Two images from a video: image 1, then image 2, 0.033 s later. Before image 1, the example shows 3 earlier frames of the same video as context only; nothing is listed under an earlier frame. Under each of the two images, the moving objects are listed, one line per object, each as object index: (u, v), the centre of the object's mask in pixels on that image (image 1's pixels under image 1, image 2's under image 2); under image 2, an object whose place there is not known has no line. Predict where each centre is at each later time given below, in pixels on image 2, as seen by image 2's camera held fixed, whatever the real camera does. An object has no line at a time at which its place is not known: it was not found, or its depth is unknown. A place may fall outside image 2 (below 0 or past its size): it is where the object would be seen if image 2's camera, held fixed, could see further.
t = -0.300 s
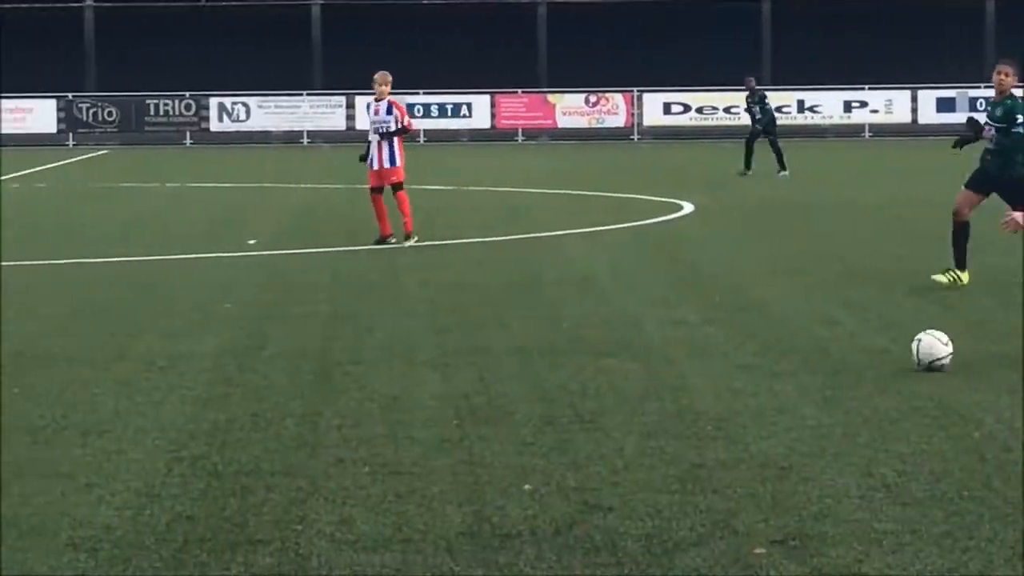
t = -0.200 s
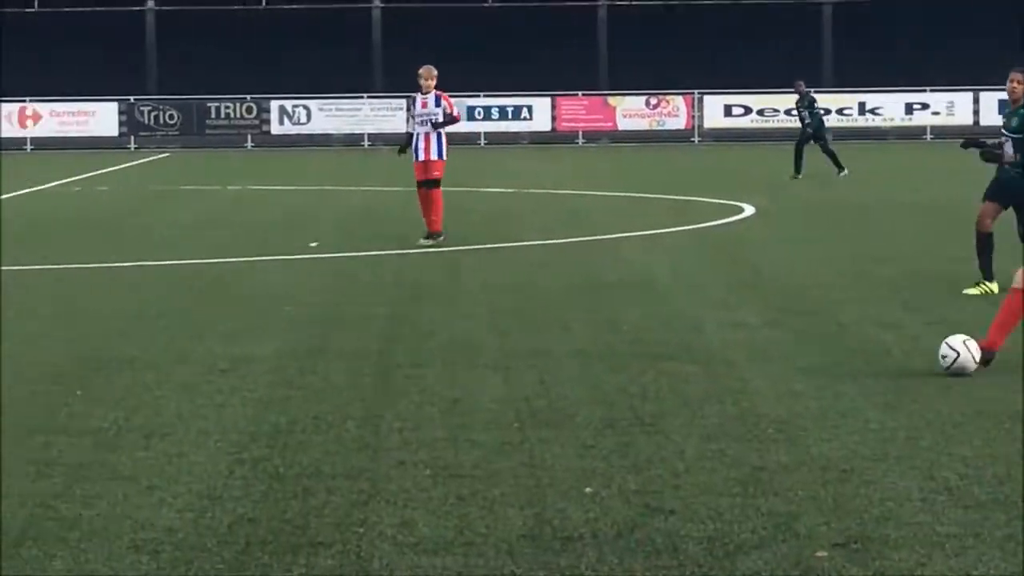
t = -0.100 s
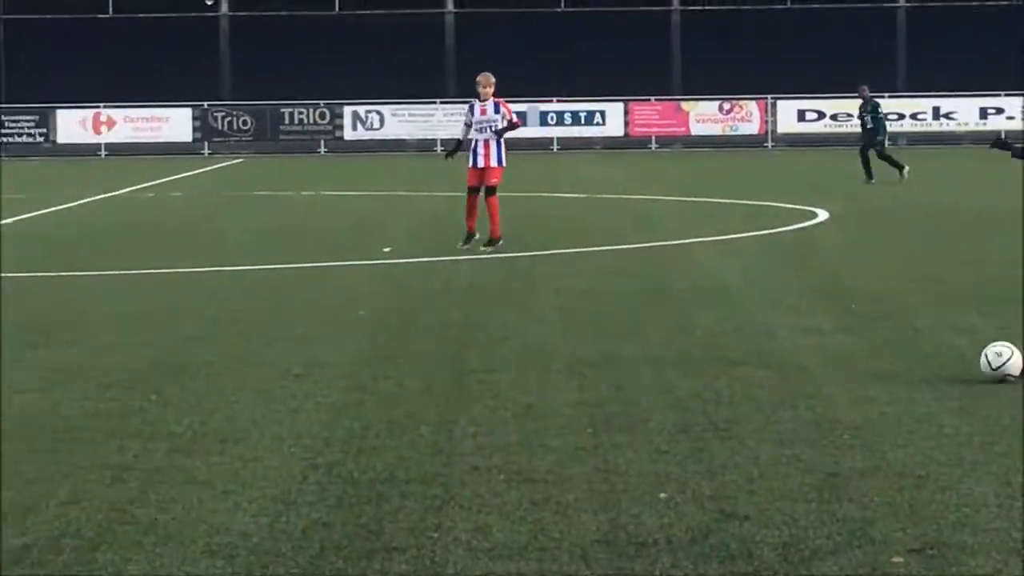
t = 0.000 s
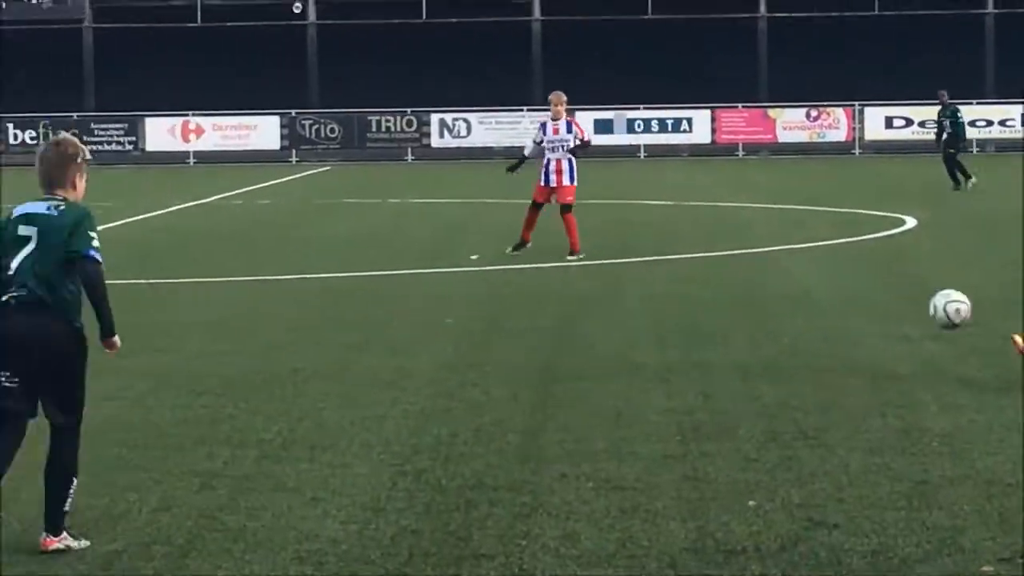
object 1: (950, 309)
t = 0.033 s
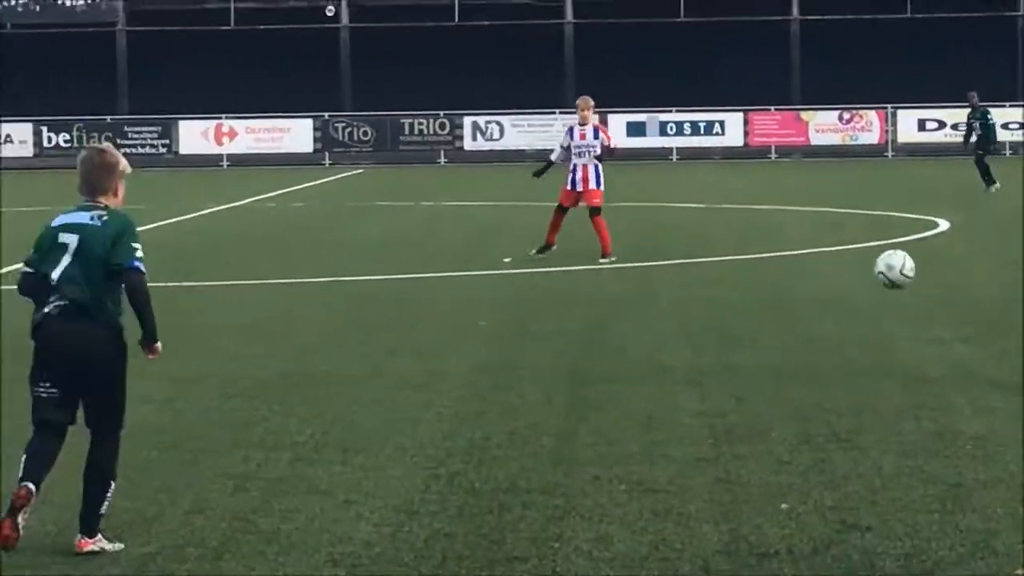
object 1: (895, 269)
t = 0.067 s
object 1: (813, 230)
